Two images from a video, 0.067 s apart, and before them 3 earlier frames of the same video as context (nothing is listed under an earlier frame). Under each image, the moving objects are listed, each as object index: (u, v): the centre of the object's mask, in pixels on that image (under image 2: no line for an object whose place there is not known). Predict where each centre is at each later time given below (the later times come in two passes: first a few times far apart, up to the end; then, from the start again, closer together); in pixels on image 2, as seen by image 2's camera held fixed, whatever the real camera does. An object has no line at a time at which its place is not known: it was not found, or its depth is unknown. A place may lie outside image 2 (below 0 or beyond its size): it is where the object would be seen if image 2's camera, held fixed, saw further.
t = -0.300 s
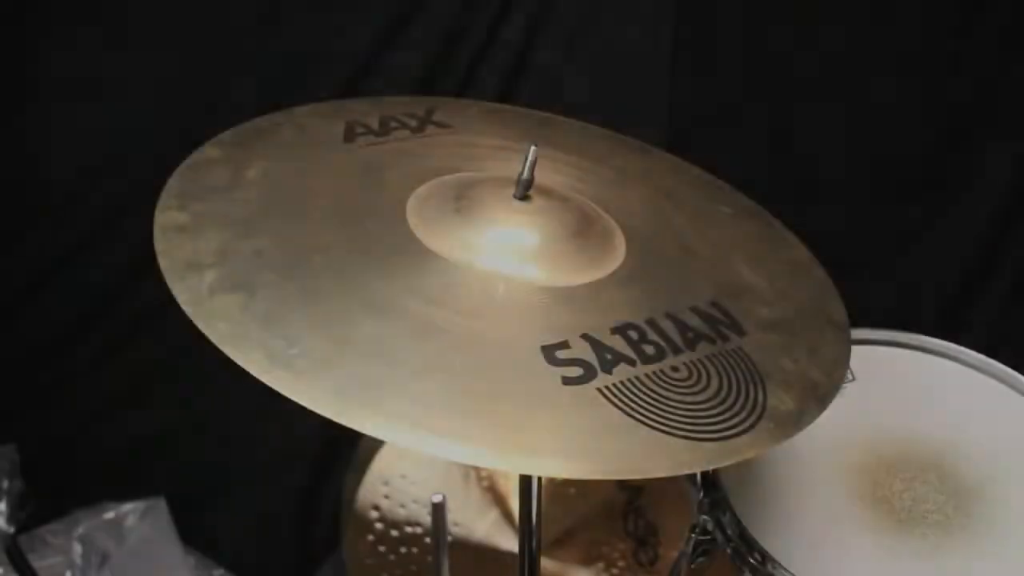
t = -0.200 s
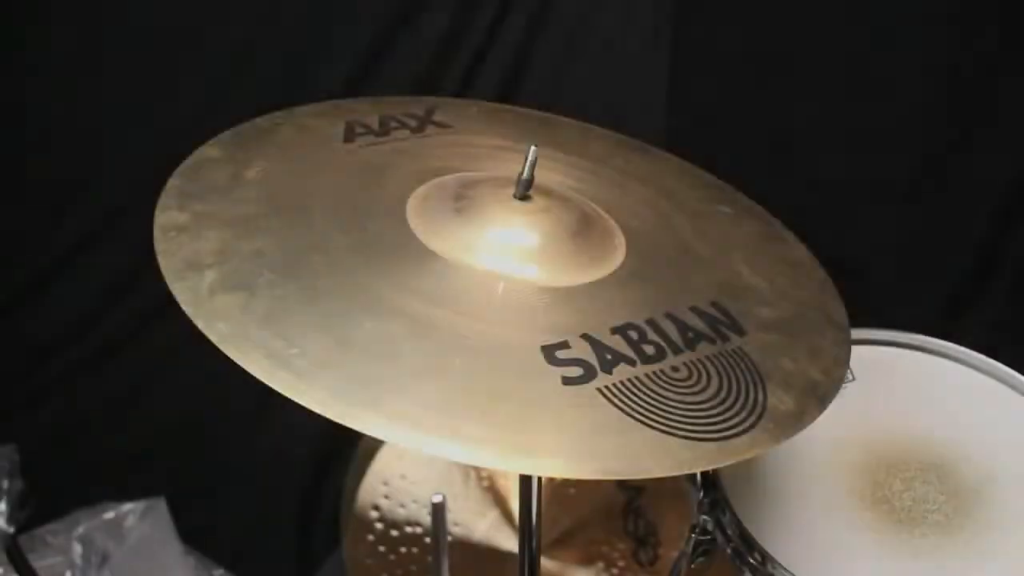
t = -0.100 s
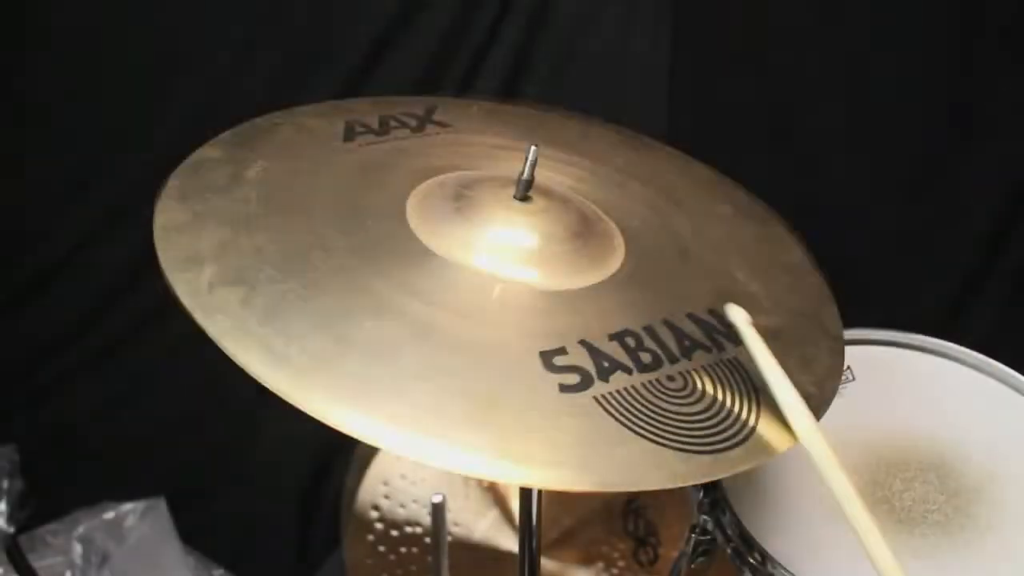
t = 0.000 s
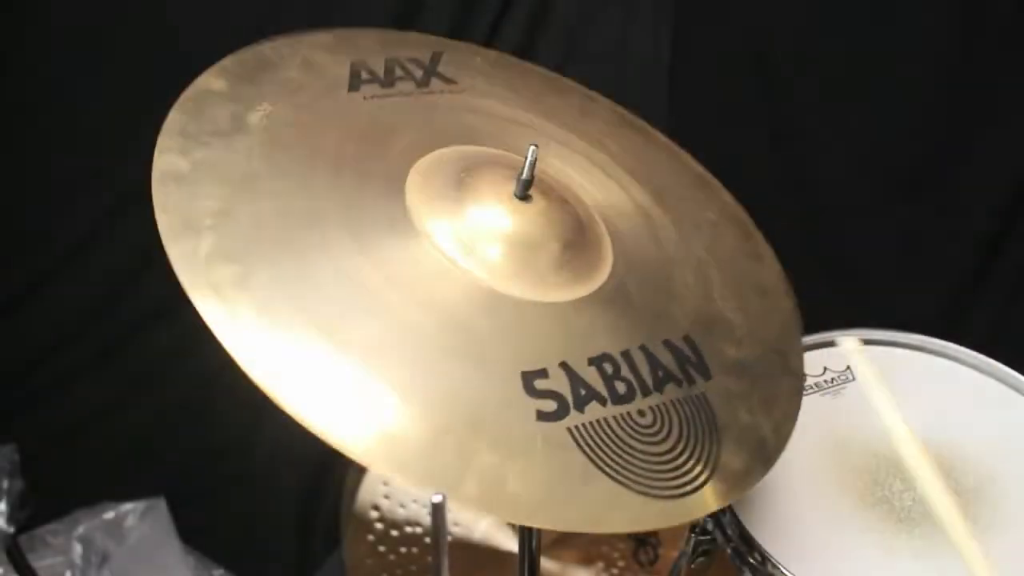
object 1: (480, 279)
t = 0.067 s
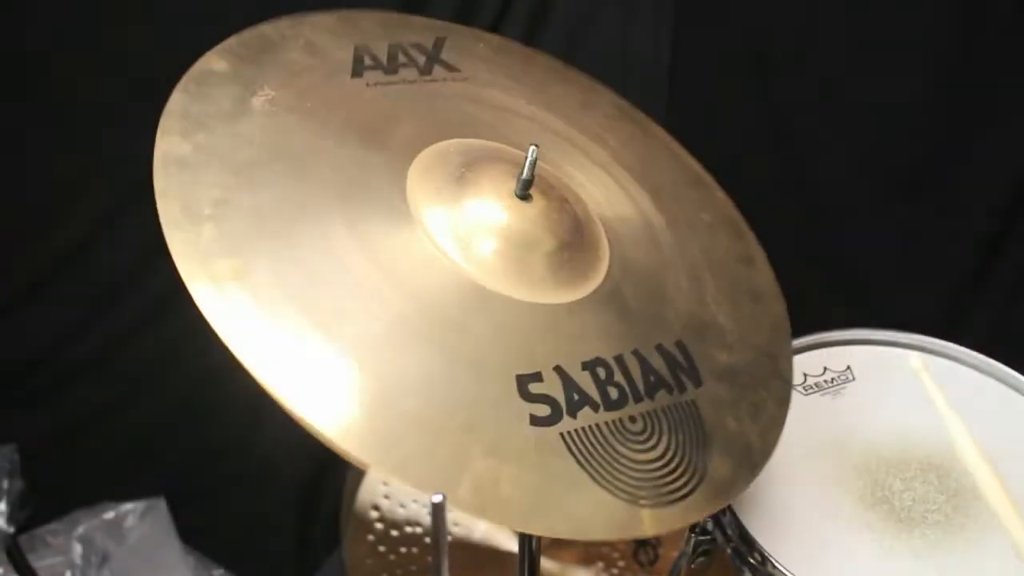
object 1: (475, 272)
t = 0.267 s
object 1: (499, 286)
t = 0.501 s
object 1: (535, 275)
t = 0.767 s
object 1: (508, 289)
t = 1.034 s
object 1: (485, 283)
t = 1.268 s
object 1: (512, 285)
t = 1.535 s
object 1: (509, 287)
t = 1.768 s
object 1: (490, 285)
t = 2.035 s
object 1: (505, 286)
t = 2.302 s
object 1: (506, 287)
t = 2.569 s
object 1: (497, 286)
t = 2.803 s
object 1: (505, 287)
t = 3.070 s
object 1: (502, 288)
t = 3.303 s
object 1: (501, 287)
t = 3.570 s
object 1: (502, 288)
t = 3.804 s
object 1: (501, 288)
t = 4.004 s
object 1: (501, 288)
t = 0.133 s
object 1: (477, 274)
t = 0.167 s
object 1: (481, 277)
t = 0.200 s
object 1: (485, 281)
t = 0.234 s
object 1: (491, 284)
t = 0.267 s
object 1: (499, 286)
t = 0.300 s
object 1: (505, 286)
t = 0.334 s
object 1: (512, 285)
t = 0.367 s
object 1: (518, 282)
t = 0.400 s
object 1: (523, 281)
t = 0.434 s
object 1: (528, 279)
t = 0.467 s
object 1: (533, 277)
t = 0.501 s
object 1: (535, 275)
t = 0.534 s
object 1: (535, 275)
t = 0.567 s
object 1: (535, 275)
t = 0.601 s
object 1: (533, 277)
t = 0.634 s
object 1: (529, 279)
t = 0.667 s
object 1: (524, 282)
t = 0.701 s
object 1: (520, 285)
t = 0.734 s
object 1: (515, 288)
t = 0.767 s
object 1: (508, 289)
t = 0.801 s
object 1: (502, 289)
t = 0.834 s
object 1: (495, 288)
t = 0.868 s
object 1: (490, 286)
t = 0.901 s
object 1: (486, 284)
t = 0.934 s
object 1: (483, 282)
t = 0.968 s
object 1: (483, 281)
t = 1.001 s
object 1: (483, 281)
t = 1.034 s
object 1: (485, 283)
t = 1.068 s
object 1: (488, 284)
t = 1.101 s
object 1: (493, 286)
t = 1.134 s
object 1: (498, 288)
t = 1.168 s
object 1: (502, 288)
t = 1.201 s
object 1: (506, 287)
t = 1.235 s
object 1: (509, 286)
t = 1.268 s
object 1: (512, 285)
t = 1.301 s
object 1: (515, 284)
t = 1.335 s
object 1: (516, 283)
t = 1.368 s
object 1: (516, 283)
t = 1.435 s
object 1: (515, 283)
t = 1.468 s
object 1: (514, 284)
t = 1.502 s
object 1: (511, 286)
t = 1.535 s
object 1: (509, 287)
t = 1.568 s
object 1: (506, 288)
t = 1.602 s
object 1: (502, 288)
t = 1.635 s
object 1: (498, 288)
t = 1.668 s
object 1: (495, 288)
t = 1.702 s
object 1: (492, 287)
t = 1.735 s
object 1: (490, 286)
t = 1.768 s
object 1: (490, 285)
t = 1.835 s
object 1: (491, 285)
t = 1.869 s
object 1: (493, 285)
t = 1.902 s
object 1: (496, 286)
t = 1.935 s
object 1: (498, 286)
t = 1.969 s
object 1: (501, 286)
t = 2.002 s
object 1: (503, 286)
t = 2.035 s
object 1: (505, 286)
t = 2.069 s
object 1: (507, 286)
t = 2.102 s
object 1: (509, 286)
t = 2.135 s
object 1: (509, 286)
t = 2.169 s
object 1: (509, 286)
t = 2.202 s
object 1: (509, 286)
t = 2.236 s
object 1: (508, 286)
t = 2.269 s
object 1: (507, 287)
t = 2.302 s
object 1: (506, 287)
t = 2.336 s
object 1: (504, 288)
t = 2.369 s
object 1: (502, 287)
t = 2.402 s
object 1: (500, 287)
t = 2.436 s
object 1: (499, 287)
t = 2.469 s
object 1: (498, 287)
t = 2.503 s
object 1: (497, 286)
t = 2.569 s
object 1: (497, 286)
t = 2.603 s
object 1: (499, 286)
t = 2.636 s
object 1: (500, 287)
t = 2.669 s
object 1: (501, 287)
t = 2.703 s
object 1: (503, 287)
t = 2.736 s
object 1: (504, 287)
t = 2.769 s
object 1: (505, 287)
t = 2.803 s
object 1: (505, 287)
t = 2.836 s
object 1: (506, 287)
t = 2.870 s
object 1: (506, 287)
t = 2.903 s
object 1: (506, 288)
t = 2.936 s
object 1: (506, 288)
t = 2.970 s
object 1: (505, 288)
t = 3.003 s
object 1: (504, 288)
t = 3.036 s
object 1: (503, 288)
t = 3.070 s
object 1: (502, 288)
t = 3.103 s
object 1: (501, 287)
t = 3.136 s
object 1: (501, 287)
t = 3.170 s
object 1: (500, 287)
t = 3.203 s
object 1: (500, 287)
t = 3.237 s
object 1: (500, 287)
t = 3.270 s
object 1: (501, 287)
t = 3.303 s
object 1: (501, 287)
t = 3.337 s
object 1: (502, 287)
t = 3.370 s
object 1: (502, 287)
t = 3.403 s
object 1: (502, 287)
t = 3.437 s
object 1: (503, 287)
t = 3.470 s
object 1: (503, 287)
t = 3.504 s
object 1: (503, 288)
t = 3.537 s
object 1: (502, 288)
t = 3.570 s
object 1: (502, 288)
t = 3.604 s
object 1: (502, 288)
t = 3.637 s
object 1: (501, 288)
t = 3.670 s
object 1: (501, 288)
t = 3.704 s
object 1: (501, 288)
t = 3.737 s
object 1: (501, 288)
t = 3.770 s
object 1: (501, 288)
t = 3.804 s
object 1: (501, 288)
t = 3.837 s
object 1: (501, 288)
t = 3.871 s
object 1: (501, 288)
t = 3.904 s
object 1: (501, 288)
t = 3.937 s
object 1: (501, 288)
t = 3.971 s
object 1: (501, 288)
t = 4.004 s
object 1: (501, 288)
